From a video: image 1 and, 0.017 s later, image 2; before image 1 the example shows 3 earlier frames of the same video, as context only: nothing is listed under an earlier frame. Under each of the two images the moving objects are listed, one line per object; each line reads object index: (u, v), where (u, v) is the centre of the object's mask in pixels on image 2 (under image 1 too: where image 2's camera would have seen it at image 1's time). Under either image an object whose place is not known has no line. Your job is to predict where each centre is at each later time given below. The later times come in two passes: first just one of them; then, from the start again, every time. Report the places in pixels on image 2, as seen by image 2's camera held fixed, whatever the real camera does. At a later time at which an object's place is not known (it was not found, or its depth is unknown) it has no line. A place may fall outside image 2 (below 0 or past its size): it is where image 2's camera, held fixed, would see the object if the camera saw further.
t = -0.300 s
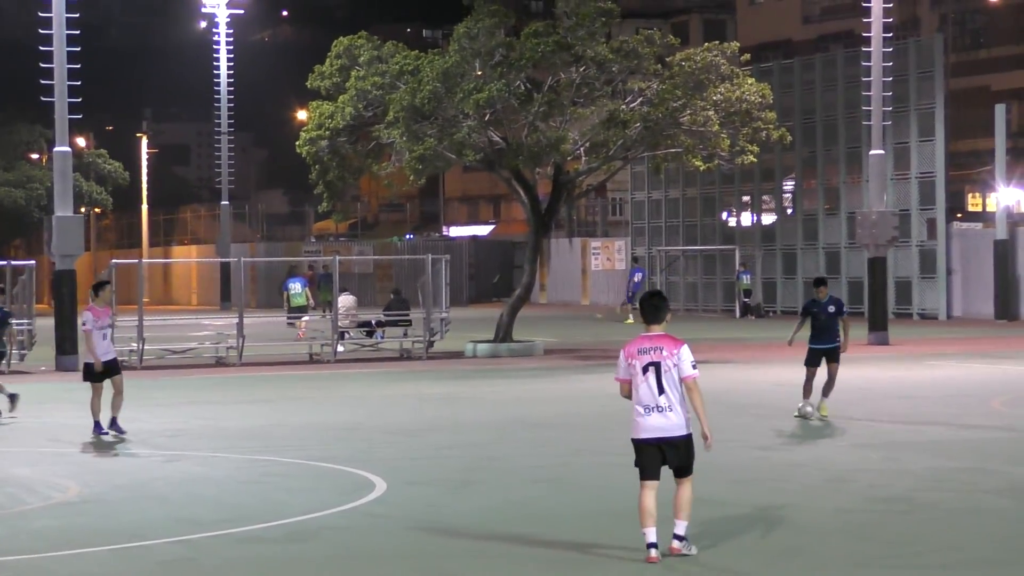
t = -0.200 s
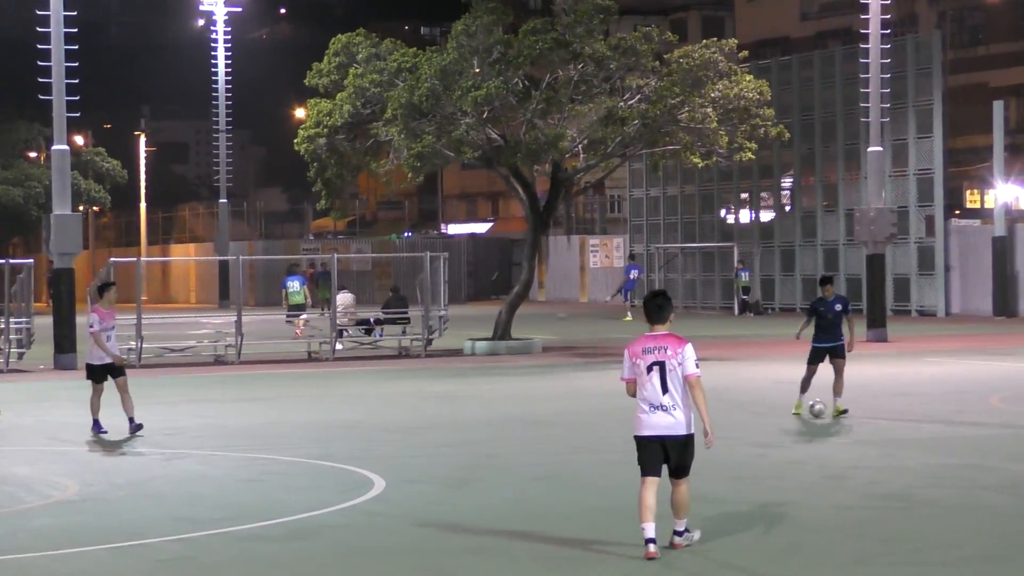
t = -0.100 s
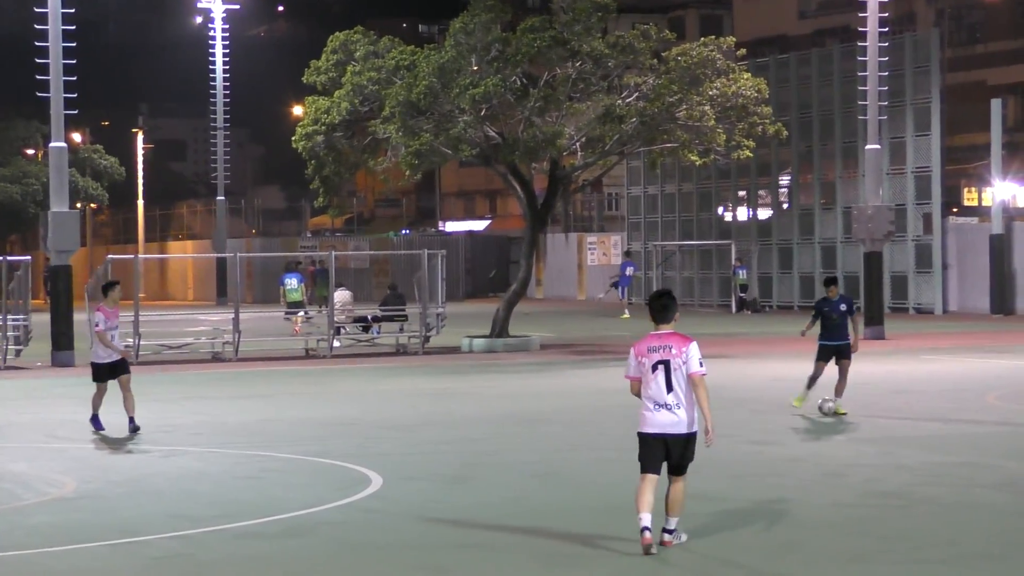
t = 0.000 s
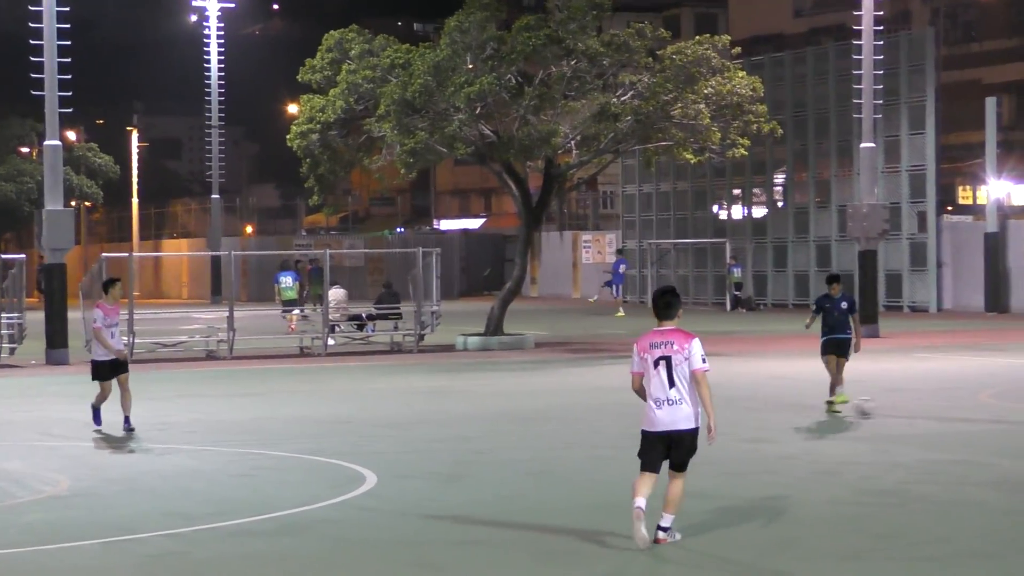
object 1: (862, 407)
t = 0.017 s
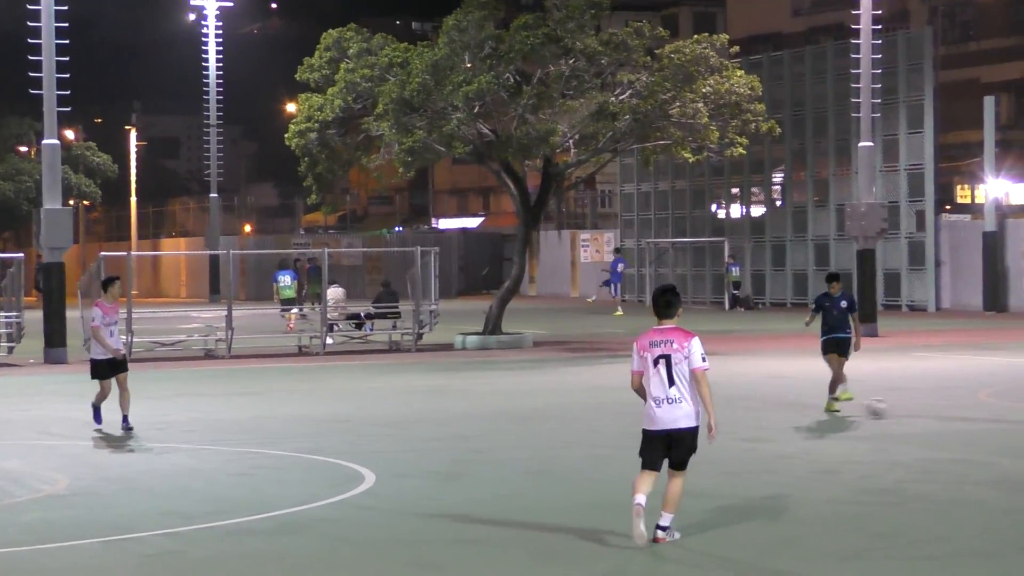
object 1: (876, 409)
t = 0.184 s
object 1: (1016, 418)
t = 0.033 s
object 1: (888, 410)
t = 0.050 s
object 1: (902, 412)
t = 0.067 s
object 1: (917, 412)
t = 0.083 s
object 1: (929, 413)
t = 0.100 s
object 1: (945, 413)
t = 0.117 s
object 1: (959, 414)
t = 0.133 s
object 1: (973, 416)
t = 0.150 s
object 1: (989, 417)
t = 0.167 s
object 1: (1002, 417)
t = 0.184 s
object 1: (1016, 418)
